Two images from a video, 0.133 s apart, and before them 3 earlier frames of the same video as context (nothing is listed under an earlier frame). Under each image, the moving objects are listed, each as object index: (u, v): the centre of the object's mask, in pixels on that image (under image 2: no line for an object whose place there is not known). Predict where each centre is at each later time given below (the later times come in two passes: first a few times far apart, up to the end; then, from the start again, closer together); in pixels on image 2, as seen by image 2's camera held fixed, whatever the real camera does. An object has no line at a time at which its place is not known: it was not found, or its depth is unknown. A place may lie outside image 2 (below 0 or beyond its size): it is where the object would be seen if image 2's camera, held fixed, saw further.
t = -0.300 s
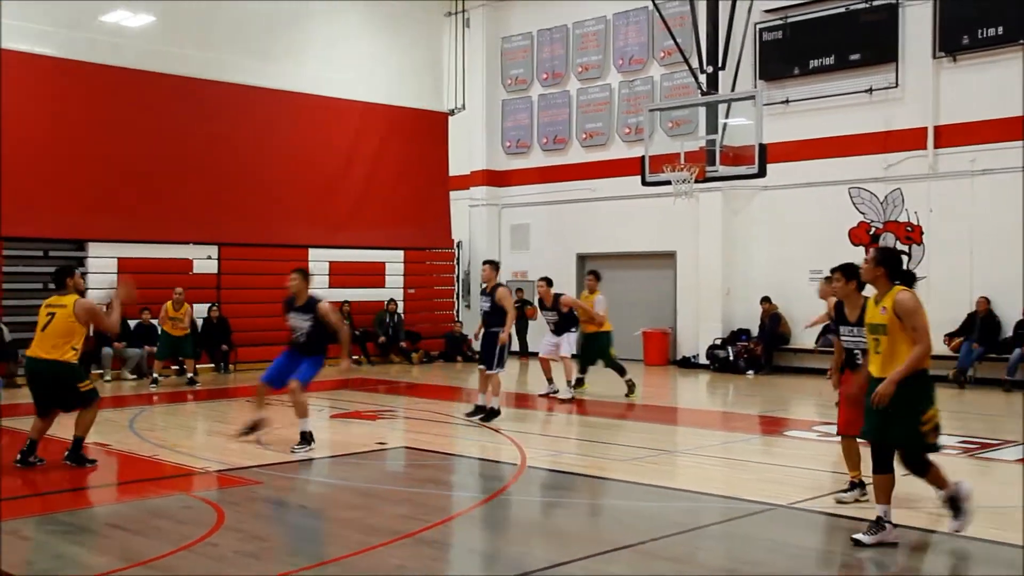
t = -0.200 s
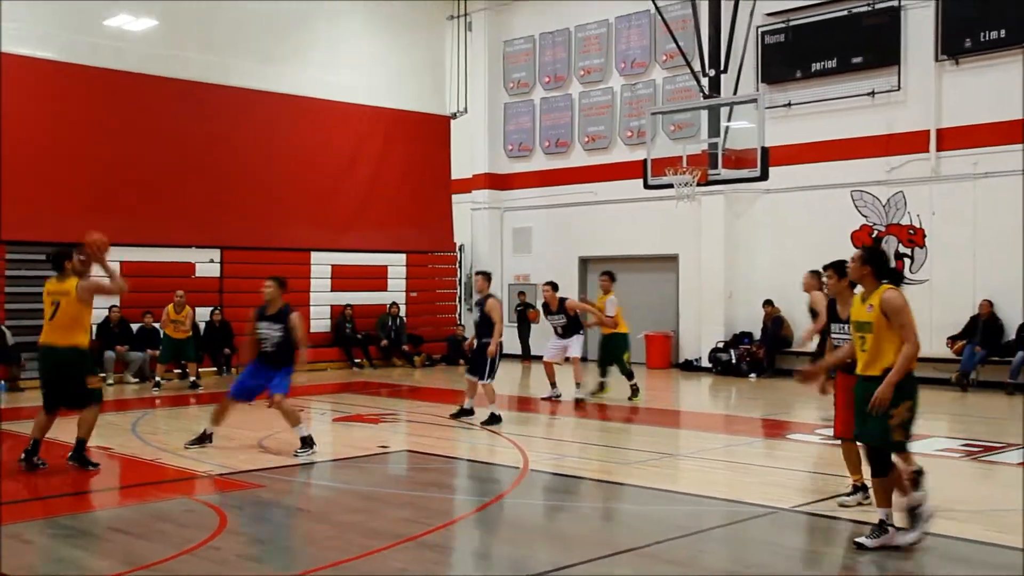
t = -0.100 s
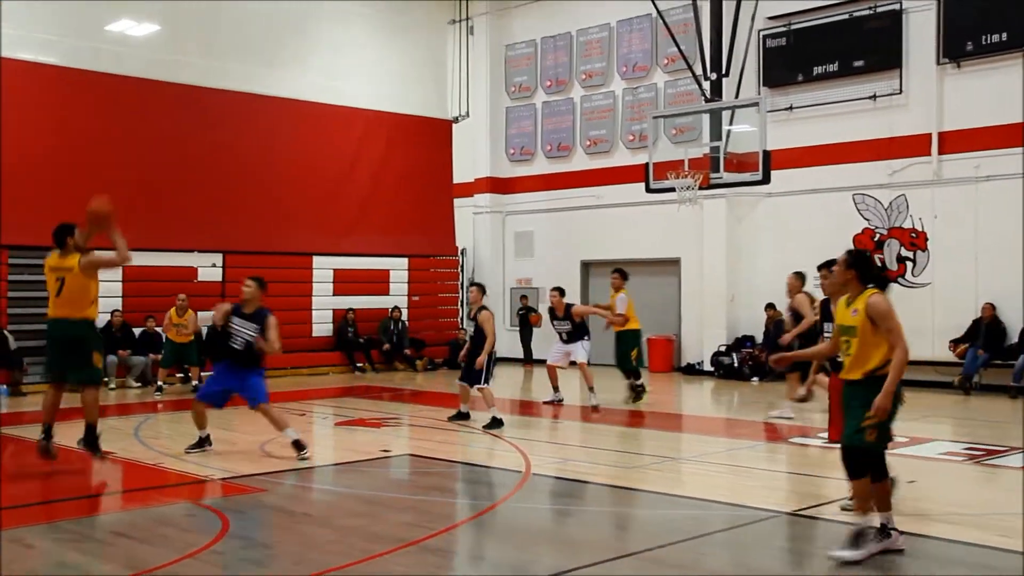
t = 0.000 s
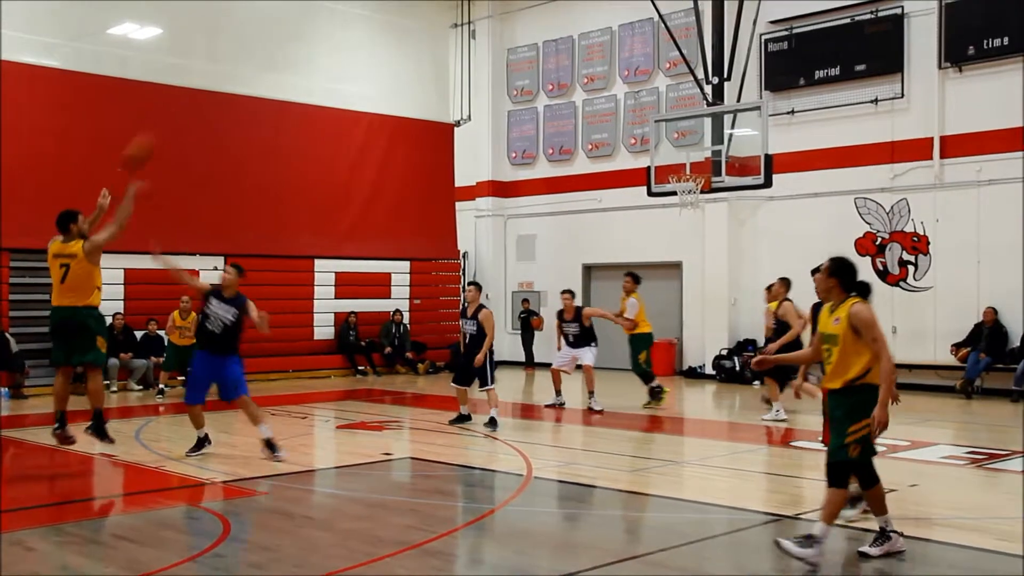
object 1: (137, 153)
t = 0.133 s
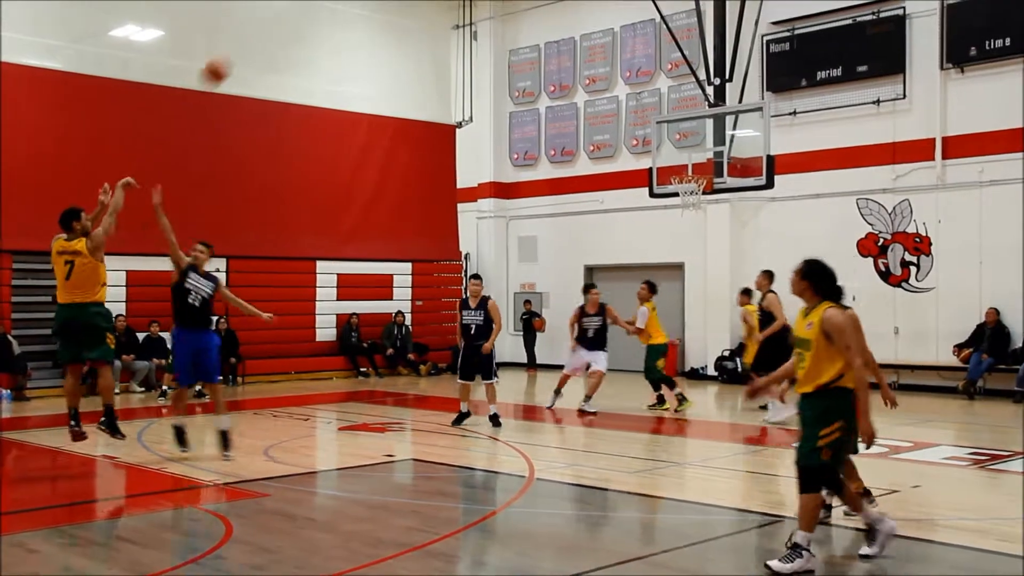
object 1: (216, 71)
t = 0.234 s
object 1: (266, 26)
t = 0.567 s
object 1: (416, -46)
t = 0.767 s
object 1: (493, -35)
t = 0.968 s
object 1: (559, 7)
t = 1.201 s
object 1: (632, 90)
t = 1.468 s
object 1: (695, 165)
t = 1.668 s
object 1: (660, 132)
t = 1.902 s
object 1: (618, 132)
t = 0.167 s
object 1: (232, 55)
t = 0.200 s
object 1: (249, 40)
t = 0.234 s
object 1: (266, 26)
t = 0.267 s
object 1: (282, 13)
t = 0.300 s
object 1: (299, 3)
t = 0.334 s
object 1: (315, -2)
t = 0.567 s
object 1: (416, -46)
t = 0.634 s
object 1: (442, -48)
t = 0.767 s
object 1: (493, -35)
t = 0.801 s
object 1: (503, -30)
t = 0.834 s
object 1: (515, -24)
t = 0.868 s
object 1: (527, -18)
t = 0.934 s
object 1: (548, -2)
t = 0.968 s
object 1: (559, 7)
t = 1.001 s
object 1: (570, 17)
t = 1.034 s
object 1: (581, 28)
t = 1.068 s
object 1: (592, 39)
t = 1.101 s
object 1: (601, 50)
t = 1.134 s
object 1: (611, 62)
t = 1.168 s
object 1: (621, 76)
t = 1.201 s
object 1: (632, 90)
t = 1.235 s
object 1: (640, 104)
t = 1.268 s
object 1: (650, 118)
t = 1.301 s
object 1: (659, 134)
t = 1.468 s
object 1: (695, 165)
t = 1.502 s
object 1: (688, 157)
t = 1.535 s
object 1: (683, 151)
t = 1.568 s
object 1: (677, 146)
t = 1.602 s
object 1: (672, 139)
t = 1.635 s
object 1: (665, 135)
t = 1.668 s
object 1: (660, 132)
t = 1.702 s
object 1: (654, 130)
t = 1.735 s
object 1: (648, 128)
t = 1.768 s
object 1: (643, 127)
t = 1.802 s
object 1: (637, 127)
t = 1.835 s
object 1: (630, 128)
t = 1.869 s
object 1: (624, 129)
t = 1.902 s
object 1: (618, 132)
